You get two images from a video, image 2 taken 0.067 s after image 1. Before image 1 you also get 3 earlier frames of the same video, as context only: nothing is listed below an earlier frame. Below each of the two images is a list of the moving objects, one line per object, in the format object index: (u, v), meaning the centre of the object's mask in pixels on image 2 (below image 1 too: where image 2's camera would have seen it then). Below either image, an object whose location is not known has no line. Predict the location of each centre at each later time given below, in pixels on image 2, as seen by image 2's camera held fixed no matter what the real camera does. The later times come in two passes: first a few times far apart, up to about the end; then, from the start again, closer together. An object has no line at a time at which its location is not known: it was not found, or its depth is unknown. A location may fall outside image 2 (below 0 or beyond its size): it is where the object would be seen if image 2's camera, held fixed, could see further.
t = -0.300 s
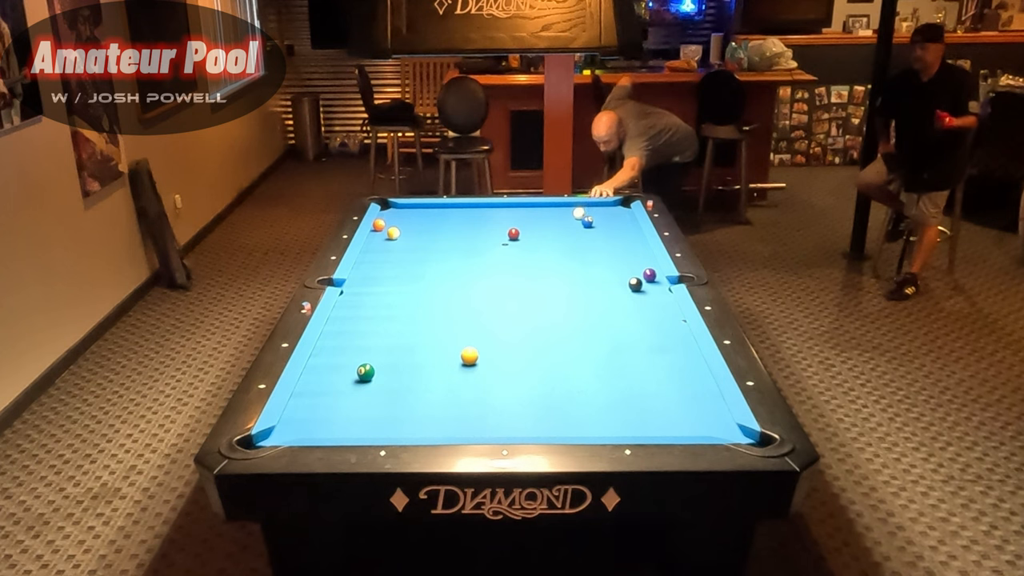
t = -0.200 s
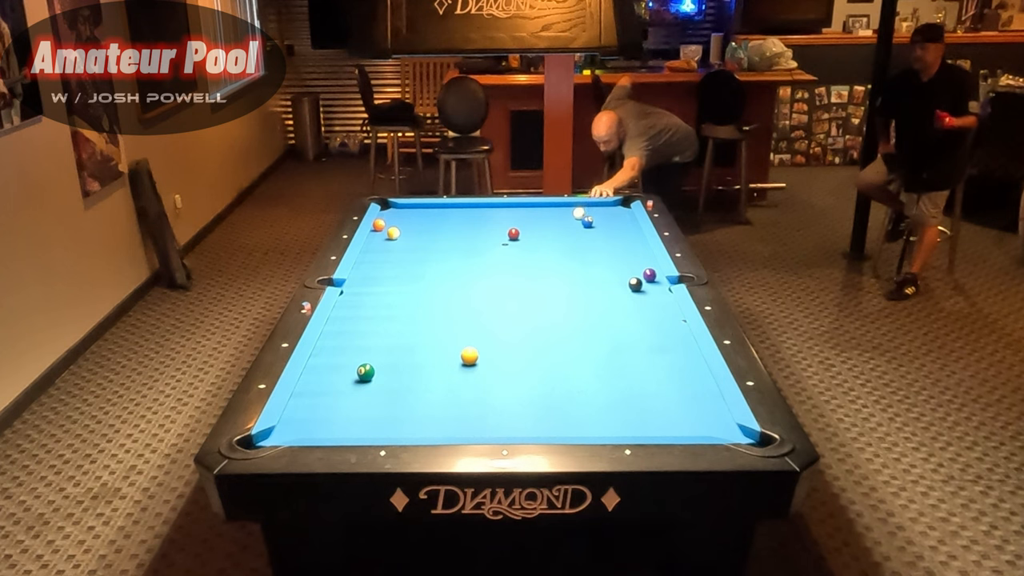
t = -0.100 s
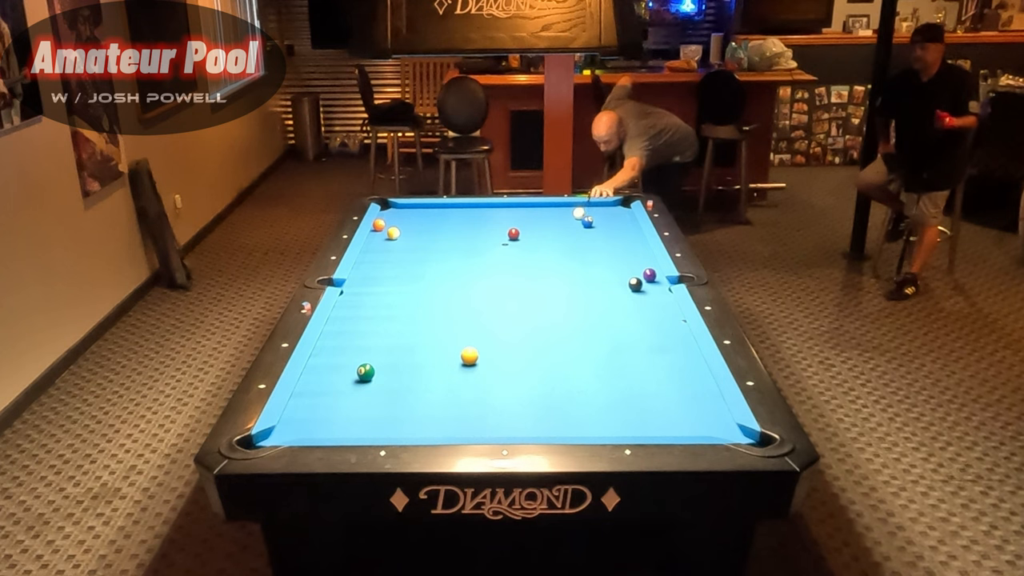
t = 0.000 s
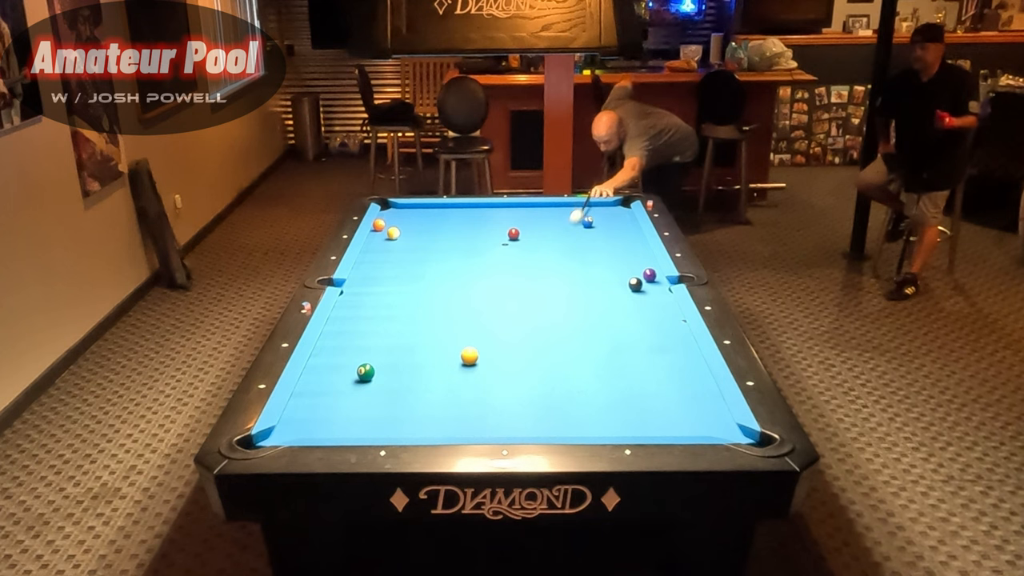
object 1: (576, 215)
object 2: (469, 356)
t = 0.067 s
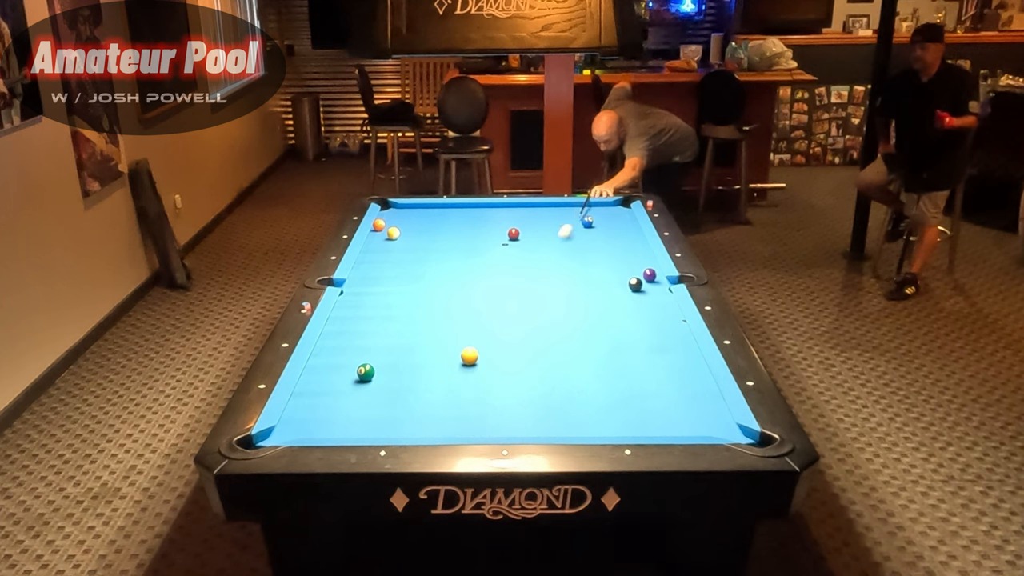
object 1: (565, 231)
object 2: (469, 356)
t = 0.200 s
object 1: (542, 264)
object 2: (469, 356)
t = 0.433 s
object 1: (495, 332)
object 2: (469, 356)
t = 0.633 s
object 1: (527, 379)
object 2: (390, 381)
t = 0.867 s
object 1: (589, 426)
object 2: (298, 415)
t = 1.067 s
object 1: (642, 391)
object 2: (337, 431)
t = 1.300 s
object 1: (693, 358)
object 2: (392, 422)
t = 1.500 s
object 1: (654, 337)
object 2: (435, 410)
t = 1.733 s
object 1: (613, 316)
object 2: (482, 397)
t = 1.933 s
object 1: (582, 300)
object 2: (519, 387)
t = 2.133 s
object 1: (555, 285)
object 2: (554, 378)
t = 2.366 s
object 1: (525, 270)
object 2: (591, 368)
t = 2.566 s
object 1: (504, 259)
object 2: (622, 359)
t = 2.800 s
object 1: (480, 246)
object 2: (654, 350)
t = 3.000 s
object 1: (462, 237)
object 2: (680, 343)
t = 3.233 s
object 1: (442, 226)
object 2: (669, 336)
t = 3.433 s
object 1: (427, 218)
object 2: (651, 331)
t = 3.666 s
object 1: (410, 210)
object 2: (631, 325)
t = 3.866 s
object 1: (396, 207)
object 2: (616, 321)
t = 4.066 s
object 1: (387, 211)
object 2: (602, 317)
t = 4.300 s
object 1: (397, 215)
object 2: (587, 312)
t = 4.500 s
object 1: (404, 219)
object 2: (575, 309)
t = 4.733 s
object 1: (413, 224)
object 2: (562, 305)
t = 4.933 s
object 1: (421, 227)
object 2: (552, 302)
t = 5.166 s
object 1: (430, 232)
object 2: (542, 299)
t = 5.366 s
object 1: (437, 235)
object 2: (534, 297)
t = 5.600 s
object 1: (445, 239)
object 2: (525, 294)
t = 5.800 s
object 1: (452, 243)
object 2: (519, 292)
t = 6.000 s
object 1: (458, 246)
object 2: (514, 291)
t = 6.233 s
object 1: (465, 249)
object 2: (508, 289)
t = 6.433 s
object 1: (471, 252)
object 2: (503, 288)
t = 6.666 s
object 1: (478, 255)
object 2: (499, 286)
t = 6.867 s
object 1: (483, 258)
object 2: (496, 286)
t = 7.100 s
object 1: (489, 261)
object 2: (493, 285)
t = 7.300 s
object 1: (494, 264)
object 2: (492, 284)
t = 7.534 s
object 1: (500, 266)
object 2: (491, 284)
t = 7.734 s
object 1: (504, 268)
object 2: (490, 284)
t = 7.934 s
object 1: (507, 269)
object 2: (490, 284)
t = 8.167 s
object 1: (511, 271)
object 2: (490, 284)
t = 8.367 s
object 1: (514, 272)
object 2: (490, 284)
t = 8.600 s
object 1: (517, 274)
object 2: (490, 284)
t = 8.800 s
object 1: (519, 274)
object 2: (490, 284)
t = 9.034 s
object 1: (521, 275)
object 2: (490, 284)
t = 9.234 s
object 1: (522, 275)
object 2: (490, 284)
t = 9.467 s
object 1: (522, 276)
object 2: (490, 284)
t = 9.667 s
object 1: (522, 276)
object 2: (490, 284)
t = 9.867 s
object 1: (522, 275)
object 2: (490, 284)
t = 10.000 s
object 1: (522, 275)
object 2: (490, 284)
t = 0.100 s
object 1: (559, 239)
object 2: (469, 356)
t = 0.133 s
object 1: (553, 247)
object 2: (469, 356)
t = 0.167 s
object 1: (548, 256)
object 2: (469, 356)
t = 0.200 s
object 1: (542, 264)
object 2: (469, 356)
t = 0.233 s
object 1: (535, 274)
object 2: (469, 356)
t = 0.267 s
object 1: (529, 283)
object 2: (469, 356)
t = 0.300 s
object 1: (522, 292)
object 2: (469, 356)
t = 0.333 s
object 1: (516, 302)
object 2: (469, 356)
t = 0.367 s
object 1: (509, 312)
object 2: (469, 356)
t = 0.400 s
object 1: (502, 322)
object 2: (469, 356)
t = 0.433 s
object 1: (495, 332)
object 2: (469, 356)
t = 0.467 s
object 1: (487, 343)
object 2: (469, 356)
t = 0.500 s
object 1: (487, 353)
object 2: (462, 357)
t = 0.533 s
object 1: (498, 359)
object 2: (443, 364)
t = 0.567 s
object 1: (508, 365)
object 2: (425, 369)
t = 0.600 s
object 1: (518, 372)
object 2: (408, 375)
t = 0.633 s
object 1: (527, 379)
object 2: (390, 381)
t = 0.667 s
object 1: (536, 386)
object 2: (373, 386)
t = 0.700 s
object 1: (545, 395)
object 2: (357, 391)
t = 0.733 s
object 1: (552, 404)
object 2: (341, 397)
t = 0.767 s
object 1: (561, 413)
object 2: (326, 401)
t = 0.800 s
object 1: (570, 422)
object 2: (310, 406)
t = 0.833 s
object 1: (578, 428)
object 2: (295, 411)
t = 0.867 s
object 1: (589, 426)
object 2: (298, 415)
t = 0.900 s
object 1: (599, 420)
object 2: (306, 418)
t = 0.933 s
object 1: (608, 413)
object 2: (313, 421)
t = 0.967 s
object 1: (617, 407)
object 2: (319, 425)
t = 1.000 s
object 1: (626, 401)
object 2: (324, 427)
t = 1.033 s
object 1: (634, 396)
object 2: (331, 429)
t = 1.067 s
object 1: (642, 391)
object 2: (337, 431)
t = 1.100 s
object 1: (650, 386)
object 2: (345, 431)
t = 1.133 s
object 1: (657, 381)
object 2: (353, 430)
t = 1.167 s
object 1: (665, 376)
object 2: (361, 428)
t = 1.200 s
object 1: (672, 371)
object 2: (369, 427)
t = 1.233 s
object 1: (679, 367)
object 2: (377, 426)
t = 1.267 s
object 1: (686, 363)
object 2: (384, 424)
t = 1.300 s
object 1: (693, 358)
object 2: (392, 422)
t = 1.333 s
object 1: (688, 355)
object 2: (399, 420)
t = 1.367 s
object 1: (680, 351)
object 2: (406, 418)
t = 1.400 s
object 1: (674, 347)
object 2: (414, 416)
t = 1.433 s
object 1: (667, 344)
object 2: (421, 414)
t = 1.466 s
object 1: (660, 341)
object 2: (428, 412)
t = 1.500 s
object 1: (654, 337)
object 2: (435, 410)
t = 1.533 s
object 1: (648, 334)
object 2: (442, 408)
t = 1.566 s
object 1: (642, 331)
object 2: (449, 406)
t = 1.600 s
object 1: (636, 327)
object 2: (456, 404)
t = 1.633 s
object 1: (630, 324)
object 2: (462, 402)
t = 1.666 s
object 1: (624, 321)
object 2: (469, 401)
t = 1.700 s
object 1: (619, 319)
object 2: (476, 399)
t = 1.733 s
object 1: (613, 316)
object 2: (482, 397)
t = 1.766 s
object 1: (608, 313)
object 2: (488, 395)
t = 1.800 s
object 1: (603, 310)
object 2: (495, 394)
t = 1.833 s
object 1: (597, 307)
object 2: (501, 392)
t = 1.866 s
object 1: (593, 304)
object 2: (507, 390)
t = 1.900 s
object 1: (588, 302)
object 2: (513, 389)
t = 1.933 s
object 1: (582, 300)
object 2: (519, 387)
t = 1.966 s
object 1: (577, 297)
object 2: (525, 386)
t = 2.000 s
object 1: (573, 294)
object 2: (531, 384)
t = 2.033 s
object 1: (569, 292)
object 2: (537, 382)
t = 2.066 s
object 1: (564, 290)
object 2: (543, 381)
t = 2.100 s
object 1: (559, 288)
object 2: (548, 379)
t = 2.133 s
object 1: (555, 285)
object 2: (554, 378)
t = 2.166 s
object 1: (550, 283)
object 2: (559, 376)
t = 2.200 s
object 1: (546, 280)
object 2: (565, 375)
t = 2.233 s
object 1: (542, 278)
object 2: (571, 373)
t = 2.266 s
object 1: (537, 276)
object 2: (576, 372)
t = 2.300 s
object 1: (533, 274)
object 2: (581, 370)
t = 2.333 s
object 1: (529, 272)
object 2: (587, 369)
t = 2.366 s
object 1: (525, 270)
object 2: (591, 368)
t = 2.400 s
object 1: (522, 268)
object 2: (597, 366)
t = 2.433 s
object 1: (518, 266)
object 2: (601, 364)
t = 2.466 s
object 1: (514, 264)
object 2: (607, 363)
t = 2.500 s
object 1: (511, 263)
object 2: (612, 362)
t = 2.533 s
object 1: (507, 261)
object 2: (617, 361)
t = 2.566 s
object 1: (504, 259)
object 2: (622, 359)
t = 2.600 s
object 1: (500, 257)
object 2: (626, 358)
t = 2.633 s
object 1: (497, 255)
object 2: (631, 357)
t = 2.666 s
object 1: (493, 253)
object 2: (636, 355)
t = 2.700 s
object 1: (490, 251)
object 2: (640, 354)
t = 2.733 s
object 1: (487, 250)
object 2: (645, 352)
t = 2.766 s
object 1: (483, 248)
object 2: (649, 351)
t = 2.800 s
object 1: (480, 246)
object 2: (654, 350)
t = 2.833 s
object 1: (477, 244)
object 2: (658, 349)
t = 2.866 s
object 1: (474, 243)
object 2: (663, 348)
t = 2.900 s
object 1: (471, 241)
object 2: (667, 346)
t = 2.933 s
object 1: (467, 239)
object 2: (671, 345)
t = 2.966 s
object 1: (465, 238)
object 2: (676, 344)
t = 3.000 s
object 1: (462, 237)
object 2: (680, 343)
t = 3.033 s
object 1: (459, 235)
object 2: (684, 342)
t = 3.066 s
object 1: (456, 233)
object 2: (686, 341)
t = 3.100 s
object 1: (453, 232)
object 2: (682, 340)
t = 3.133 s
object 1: (450, 230)
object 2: (679, 339)
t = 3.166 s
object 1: (448, 229)
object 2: (675, 338)
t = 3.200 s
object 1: (445, 227)
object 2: (672, 337)
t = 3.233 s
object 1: (442, 226)
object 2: (669, 336)
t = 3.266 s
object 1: (439, 225)
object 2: (666, 335)
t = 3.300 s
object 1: (437, 223)
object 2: (663, 334)
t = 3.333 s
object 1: (434, 222)
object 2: (660, 333)
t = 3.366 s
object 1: (432, 221)
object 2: (657, 333)
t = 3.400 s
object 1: (429, 219)
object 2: (654, 332)
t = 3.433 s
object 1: (427, 218)
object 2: (651, 331)
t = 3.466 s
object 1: (424, 217)
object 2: (648, 330)
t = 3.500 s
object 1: (422, 216)
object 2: (645, 329)
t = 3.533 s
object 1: (419, 214)
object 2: (643, 329)
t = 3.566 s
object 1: (417, 213)
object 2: (640, 328)
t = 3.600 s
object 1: (415, 212)
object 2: (637, 327)
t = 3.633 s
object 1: (412, 211)
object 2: (634, 326)
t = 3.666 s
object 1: (410, 210)
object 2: (631, 325)
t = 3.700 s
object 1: (408, 209)
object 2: (629, 325)
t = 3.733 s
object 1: (406, 207)
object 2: (626, 324)
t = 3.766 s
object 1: (403, 206)
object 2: (624, 323)
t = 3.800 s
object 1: (401, 205)
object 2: (621, 322)
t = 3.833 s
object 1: (398, 206)
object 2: (619, 322)
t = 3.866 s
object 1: (396, 207)
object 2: (616, 321)
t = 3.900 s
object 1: (392, 207)
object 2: (614, 320)
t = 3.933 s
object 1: (390, 208)
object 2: (611, 319)
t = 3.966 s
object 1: (387, 209)
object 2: (609, 319)
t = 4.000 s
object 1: (385, 210)
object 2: (607, 318)
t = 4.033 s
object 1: (386, 210)
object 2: (605, 318)
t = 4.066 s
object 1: (387, 211)
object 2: (602, 317)
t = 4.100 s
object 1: (389, 212)
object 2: (600, 316)
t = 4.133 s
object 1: (390, 212)
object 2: (598, 316)
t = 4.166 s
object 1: (391, 213)
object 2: (596, 315)
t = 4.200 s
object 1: (392, 214)
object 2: (593, 314)
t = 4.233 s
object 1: (394, 214)
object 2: (591, 314)
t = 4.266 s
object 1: (395, 215)
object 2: (589, 313)
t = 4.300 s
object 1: (397, 215)
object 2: (587, 312)
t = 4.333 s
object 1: (398, 216)
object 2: (585, 311)
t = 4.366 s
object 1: (399, 217)
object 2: (583, 311)
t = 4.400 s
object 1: (401, 218)
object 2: (581, 311)
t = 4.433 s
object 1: (402, 218)
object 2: (579, 310)
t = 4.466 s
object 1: (403, 219)
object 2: (577, 310)
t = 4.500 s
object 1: (404, 219)
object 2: (575, 309)
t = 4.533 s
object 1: (405, 220)
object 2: (573, 309)
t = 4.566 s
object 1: (407, 221)
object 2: (571, 308)
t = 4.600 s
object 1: (408, 221)
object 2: (569, 307)
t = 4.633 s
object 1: (409, 222)
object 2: (568, 307)
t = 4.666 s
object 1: (411, 223)
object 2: (566, 306)
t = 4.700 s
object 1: (412, 223)
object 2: (564, 306)
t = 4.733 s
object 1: (413, 224)
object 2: (562, 305)
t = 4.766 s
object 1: (414, 224)
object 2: (561, 305)
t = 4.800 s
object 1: (416, 225)
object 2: (559, 304)
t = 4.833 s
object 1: (417, 226)
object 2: (557, 303)
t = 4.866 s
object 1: (418, 226)
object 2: (556, 303)
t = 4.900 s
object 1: (420, 227)
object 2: (554, 302)
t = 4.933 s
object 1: (421, 227)
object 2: (552, 302)
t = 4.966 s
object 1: (422, 228)
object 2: (551, 302)
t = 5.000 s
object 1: (423, 229)
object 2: (549, 301)
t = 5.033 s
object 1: (425, 229)
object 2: (548, 301)
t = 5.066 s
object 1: (426, 230)
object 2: (546, 301)
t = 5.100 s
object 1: (427, 231)
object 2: (545, 300)
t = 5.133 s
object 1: (428, 231)
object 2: (544, 300)
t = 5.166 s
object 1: (430, 232)
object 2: (542, 299)
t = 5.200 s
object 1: (431, 233)
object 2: (541, 299)
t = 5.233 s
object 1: (432, 233)
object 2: (539, 298)
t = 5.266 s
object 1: (433, 234)
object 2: (538, 298)
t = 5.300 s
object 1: (434, 234)
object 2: (536, 298)
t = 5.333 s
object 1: (436, 235)
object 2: (535, 297)
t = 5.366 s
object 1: (437, 235)
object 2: (534, 297)
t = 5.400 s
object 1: (438, 236)
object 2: (532, 296)
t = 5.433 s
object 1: (439, 237)
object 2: (531, 296)
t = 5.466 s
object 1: (441, 237)
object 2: (530, 296)
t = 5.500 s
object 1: (442, 238)
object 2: (529, 295)
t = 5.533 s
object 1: (443, 238)
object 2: (528, 295)
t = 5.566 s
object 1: (444, 239)
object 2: (526, 295)
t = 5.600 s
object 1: (445, 239)
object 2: (525, 294)
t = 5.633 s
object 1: (446, 240)
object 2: (524, 294)
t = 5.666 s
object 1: (448, 241)
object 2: (523, 294)
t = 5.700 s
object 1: (449, 241)
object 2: (522, 293)
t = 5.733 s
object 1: (450, 242)
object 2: (521, 293)
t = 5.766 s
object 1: (451, 242)
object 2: (520, 293)
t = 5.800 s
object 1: (452, 243)
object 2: (519, 292)
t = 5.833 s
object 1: (453, 243)
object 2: (518, 292)
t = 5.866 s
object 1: (454, 244)
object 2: (516, 292)
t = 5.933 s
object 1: (455, 244)
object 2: (516, 292)
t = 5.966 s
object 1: (457, 245)
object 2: (515, 291)
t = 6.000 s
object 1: (458, 246)
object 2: (514, 291)
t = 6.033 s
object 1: (459, 246)
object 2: (513, 291)
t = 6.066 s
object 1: (460, 247)
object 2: (512, 290)
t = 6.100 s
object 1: (461, 247)
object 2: (511, 290)
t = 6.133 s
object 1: (462, 248)
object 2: (510, 290)
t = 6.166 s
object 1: (463, 248)
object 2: (509, 289)
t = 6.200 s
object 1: (464, 249)
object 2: (508, 289)
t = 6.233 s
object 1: (465, 249)
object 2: (508, 289)
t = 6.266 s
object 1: (466, 250)
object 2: (507, 289)
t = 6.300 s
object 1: (467, 250)
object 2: (506, 289)
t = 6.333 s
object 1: (468, 251)
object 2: (505, 288)
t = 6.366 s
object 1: (469, 251)
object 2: (505, 288)
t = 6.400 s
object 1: (470, 252)
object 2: (504, 288)
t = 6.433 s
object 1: (471, 252)
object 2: (503, 288)
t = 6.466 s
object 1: (472, 253)
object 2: (502, 288)
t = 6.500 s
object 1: (473, 253)
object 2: (502, 288)
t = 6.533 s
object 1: (474, 254)
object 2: (501, 287)
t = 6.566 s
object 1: (475, 254)
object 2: (501, 287)
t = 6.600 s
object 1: (476, 255)
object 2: (500, 287)
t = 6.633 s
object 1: (477, 255)
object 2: (500, 287)
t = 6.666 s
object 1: (478, 255)
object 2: (499, 286)
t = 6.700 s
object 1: (479, 256)
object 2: (499, 287)
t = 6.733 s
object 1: (480, 256)
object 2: (498, 286)
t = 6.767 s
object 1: (481, 257)
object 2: (497, 286)
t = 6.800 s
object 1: (481, 257)
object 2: (497, 286)
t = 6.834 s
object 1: (482, 258)
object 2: (496, 286)
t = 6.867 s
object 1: (483, 258)
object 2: (496, 286)
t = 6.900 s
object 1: (484, 259)
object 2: (495, 285)
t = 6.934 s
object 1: (485, 259)
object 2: (495, 285)
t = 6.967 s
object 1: (486, 259)
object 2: (495, 285)
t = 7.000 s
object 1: (486, 260)
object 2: (494, 285)
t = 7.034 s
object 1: (487, 260)
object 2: (494, 285)
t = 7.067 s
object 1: (488, 261)
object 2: (494, 285)
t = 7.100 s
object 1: (489, 261)
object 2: (493, 285)
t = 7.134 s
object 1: (490, 262)
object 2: (493, 284)
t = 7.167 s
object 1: (491, 262)
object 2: (493, 285)
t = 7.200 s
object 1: (492, 262)
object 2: (492, 285)
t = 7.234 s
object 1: (493, 263)
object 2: (492, 285)
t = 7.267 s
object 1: (494, 263)
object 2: (492, 284)
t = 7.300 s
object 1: (494, 264)
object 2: (492, 284)
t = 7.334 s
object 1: (495, 264)
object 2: (492, 284)
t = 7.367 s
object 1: (496, 264)
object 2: (491, 284)
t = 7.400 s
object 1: (497, 265)
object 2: (491, 284)
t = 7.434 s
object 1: (497, 265)
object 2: (491, 284)
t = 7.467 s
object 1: (498, 265)
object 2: (491, 284)
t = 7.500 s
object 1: (499, 266)
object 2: (491, 284)
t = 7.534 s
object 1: (500, 266)
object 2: (491, 284)
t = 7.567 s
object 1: (500, 266)
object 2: (490, 284)
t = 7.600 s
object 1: (501, 266)
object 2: (490, 284)
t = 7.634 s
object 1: (502, 267)
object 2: (490, 284)
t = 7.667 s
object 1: (502, 267)
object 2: (490, 284)
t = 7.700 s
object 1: (503, 267)
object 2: (490, 284)
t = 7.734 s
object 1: (504, 268)
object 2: (490, 284)
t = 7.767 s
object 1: (504, 268)
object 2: (490, 284)
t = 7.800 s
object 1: (505, 268)
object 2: (490, 284)
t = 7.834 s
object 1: (506, 269)
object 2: (490, 284)
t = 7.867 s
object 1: (506, 269)
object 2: (490, 284)
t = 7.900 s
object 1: (507, 269)
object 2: (490, 284)
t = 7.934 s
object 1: (507, 269)
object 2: (490, 284)
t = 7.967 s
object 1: (508, 269)
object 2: (490, 284)
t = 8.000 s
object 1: (509, 270)
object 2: (490, 284)
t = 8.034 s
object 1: (509, 270)
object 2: (490, 284)
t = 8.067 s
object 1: (510, 270)
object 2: (490, 284)
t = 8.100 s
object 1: (510, 271)
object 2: (490, 284)
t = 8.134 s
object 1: (511, 271)
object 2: (490, 284)
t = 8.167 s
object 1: (511, 271)
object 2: (490, 284)
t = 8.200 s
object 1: (512, 271)
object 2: (490, 284)
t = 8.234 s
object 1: (512, 272)
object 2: (490, 284)
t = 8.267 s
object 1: (513, 272)
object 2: (490, 284)
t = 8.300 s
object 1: (513, 272)
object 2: (490, 284)
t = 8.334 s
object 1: (514, 272)
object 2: (490, 284)
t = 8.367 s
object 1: (514, 272)
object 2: (490, 284)
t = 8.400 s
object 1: (515, 273)
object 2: (490, 284)
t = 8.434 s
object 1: (515, 273)
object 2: (490, 284)
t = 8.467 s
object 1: (516, 273)
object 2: (490, 284)
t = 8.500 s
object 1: (516, 273)
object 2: (490, 284)
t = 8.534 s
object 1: (516, 273)
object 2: (490, 284)
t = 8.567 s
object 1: (517, 273)
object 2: (490, 284)
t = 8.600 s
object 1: (517, 274)
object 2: (490, 284)
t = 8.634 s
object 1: (518, 274)
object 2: (490, 284)
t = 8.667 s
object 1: (518, 274)
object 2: (490, 284)
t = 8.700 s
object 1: (518, 274)
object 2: (490, 284)
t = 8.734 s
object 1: (519, 274)
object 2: (490, 284)
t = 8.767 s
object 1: (519, 274)
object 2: (490, 284)
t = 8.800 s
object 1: (519, 274)
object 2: (490, 284)
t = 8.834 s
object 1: (519, 274)
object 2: (490, 284)
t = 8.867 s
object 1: (520, 275)
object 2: (490, 284)
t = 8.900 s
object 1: (520, 274)
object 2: (490, 284)
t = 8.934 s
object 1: (521, 275)
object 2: (490, 284)
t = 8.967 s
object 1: (521, 275)
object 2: (490, 284)
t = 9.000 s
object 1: (521, 275)
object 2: (490, 284)
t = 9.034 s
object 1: (521, 275)
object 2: (490, 284)
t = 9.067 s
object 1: (521, 275)
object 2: (490, 284)
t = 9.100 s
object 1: (522, 275)
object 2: (490, 284)
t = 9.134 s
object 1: (522, 275)
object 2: (490, 284)
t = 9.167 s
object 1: (522, 275)
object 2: (490, 284)
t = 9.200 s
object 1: (522, 275)
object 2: (490, 284)
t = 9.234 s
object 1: (522, 275)
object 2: (490, 284)
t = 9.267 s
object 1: (522, 275)
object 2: (490, 284)
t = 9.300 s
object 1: (522, 275)
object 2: (490, 284)
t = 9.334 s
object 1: (522, 276)
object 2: (490, 284)
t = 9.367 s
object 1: (522, 276)
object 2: (490, 284)
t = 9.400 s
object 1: (522, 276)
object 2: (490, 284)
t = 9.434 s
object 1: (522, 276)
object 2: (490, 284)
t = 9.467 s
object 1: (522, 276)
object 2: (490, 284)
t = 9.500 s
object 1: (522, 276)
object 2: (490, 284)
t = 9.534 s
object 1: (522, 276)
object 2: (490, 284)
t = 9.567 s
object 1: (522, 276)
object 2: (490, 284)
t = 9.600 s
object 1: (522, 276)
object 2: (490, 284)
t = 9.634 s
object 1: (522, 276)
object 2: (490, 284)
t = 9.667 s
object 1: (522, 276)
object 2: (490, 284)
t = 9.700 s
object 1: (522, 275)
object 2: (490, 284)
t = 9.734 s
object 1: (522, 275)
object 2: (490, 284)
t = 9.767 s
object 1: (522, 275)
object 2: (490, 284)
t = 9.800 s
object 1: (522, 275)
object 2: (490, 284)
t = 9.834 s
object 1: (522, 275)
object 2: (490, 284)
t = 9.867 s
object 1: (522, 275)
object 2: (490, 284)
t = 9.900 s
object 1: (522, 275)
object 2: (490, 284)
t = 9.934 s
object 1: (522, 275)
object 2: (490, 284)
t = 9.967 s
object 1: (522, 275)
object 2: (490, 284)
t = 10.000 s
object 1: (522, 275)
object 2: (490, 284)
